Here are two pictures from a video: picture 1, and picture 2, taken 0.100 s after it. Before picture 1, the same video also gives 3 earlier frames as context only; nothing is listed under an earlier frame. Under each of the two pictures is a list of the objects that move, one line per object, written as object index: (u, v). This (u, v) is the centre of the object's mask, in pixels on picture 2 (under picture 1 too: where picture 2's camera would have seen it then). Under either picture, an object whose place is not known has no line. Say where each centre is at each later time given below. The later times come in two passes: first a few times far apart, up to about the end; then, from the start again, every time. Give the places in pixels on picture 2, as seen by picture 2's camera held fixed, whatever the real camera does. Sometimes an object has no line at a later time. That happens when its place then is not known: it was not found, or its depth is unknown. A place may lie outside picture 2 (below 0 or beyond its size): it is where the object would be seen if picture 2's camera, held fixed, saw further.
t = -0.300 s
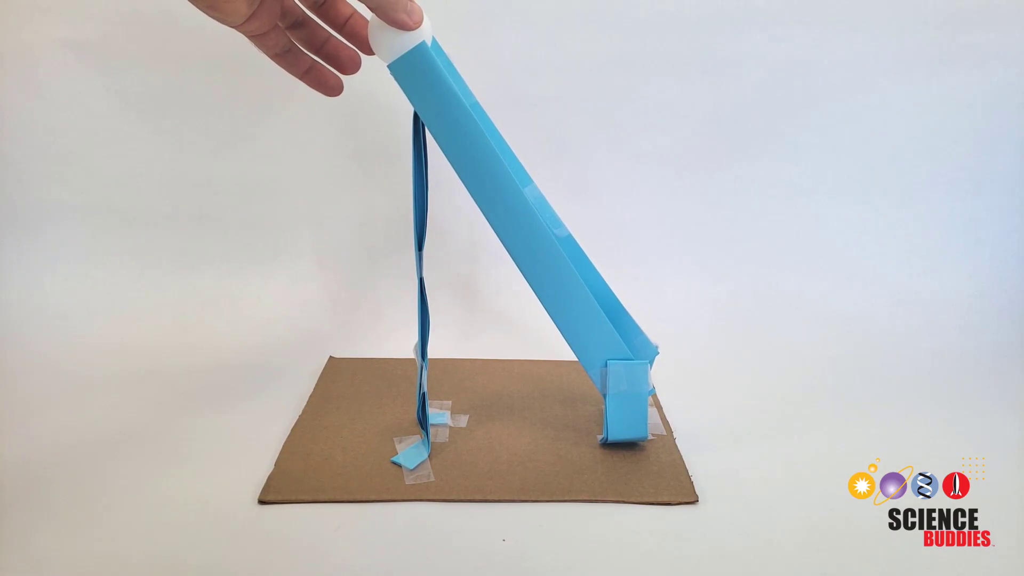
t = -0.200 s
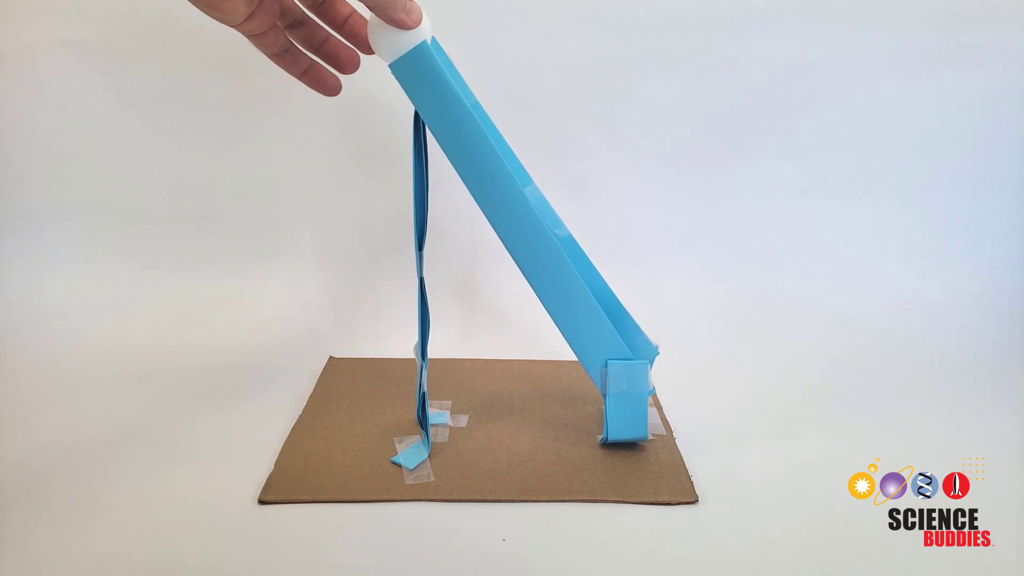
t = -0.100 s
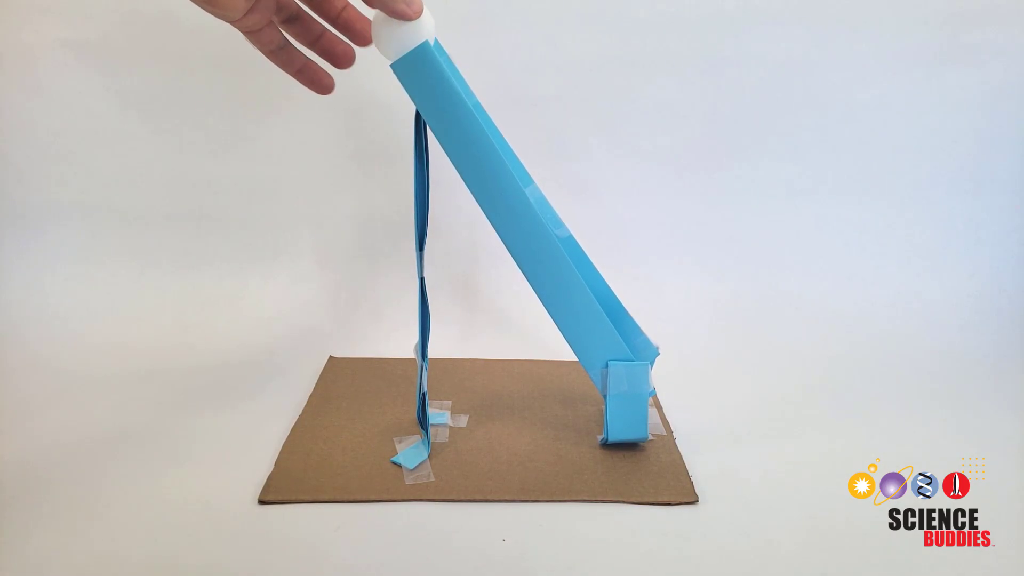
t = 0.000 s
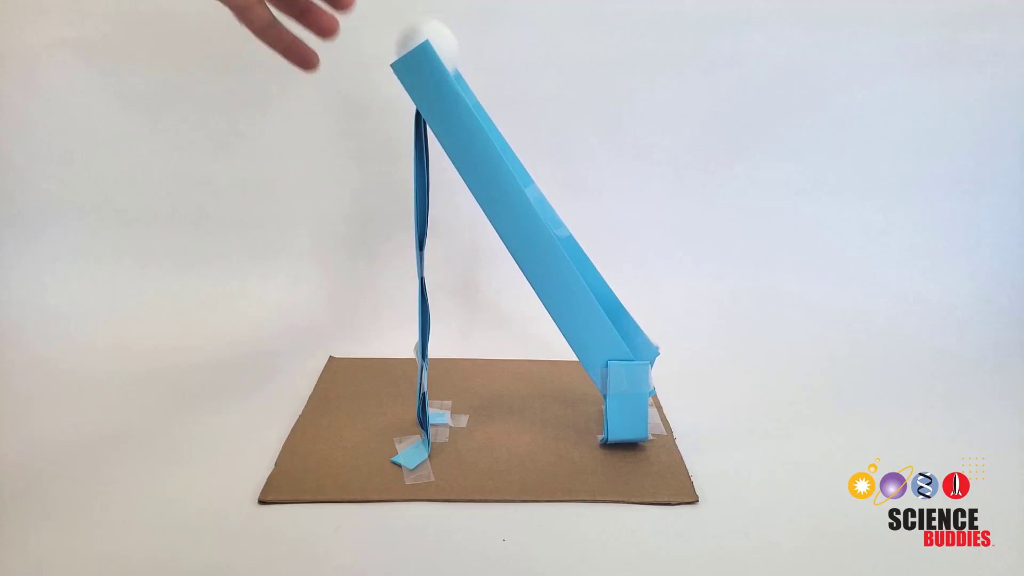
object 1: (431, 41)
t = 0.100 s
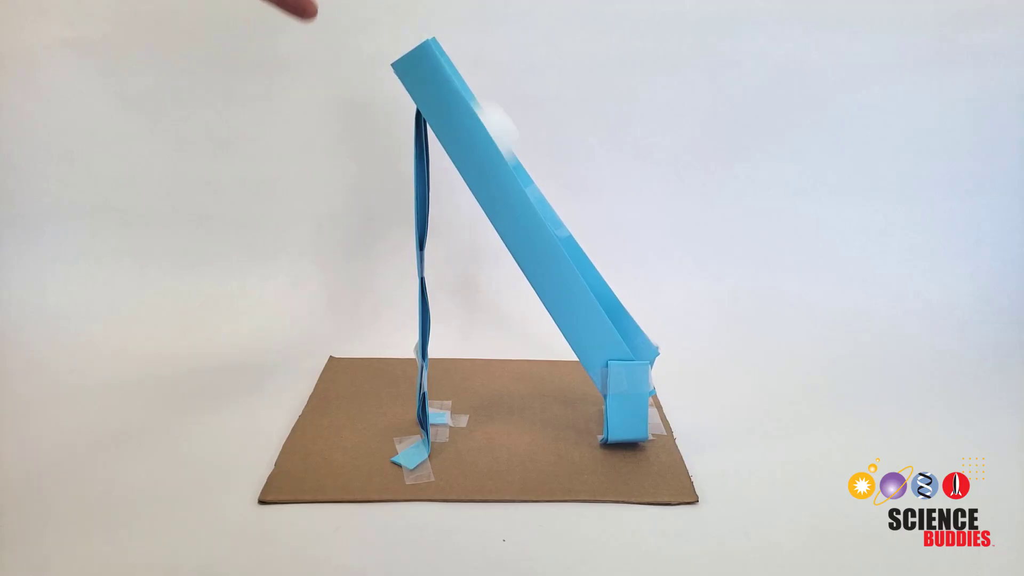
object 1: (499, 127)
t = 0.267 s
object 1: (637, 344)
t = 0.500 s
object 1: (966, 409)
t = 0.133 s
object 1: (512, 148)
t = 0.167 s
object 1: (539, 193)
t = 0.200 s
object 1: (571, 246)
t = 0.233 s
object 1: (603, 295)
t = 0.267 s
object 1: (637, 344)
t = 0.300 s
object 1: (666, 408)
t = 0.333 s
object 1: (707, 421)
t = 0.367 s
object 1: (771, 416)
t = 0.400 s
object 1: (820, 414)
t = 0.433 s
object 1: (866, 410)
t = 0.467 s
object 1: (914, 409)
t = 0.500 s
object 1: (966, 409)
